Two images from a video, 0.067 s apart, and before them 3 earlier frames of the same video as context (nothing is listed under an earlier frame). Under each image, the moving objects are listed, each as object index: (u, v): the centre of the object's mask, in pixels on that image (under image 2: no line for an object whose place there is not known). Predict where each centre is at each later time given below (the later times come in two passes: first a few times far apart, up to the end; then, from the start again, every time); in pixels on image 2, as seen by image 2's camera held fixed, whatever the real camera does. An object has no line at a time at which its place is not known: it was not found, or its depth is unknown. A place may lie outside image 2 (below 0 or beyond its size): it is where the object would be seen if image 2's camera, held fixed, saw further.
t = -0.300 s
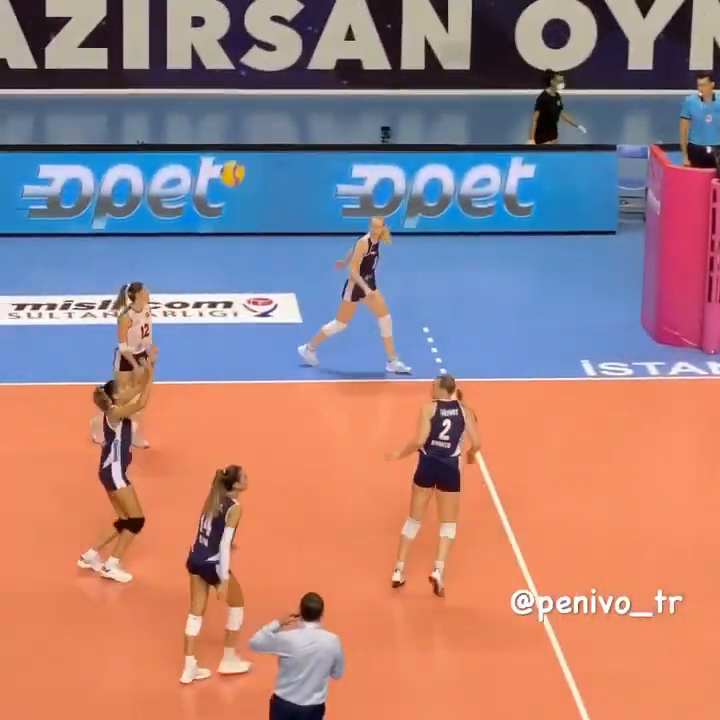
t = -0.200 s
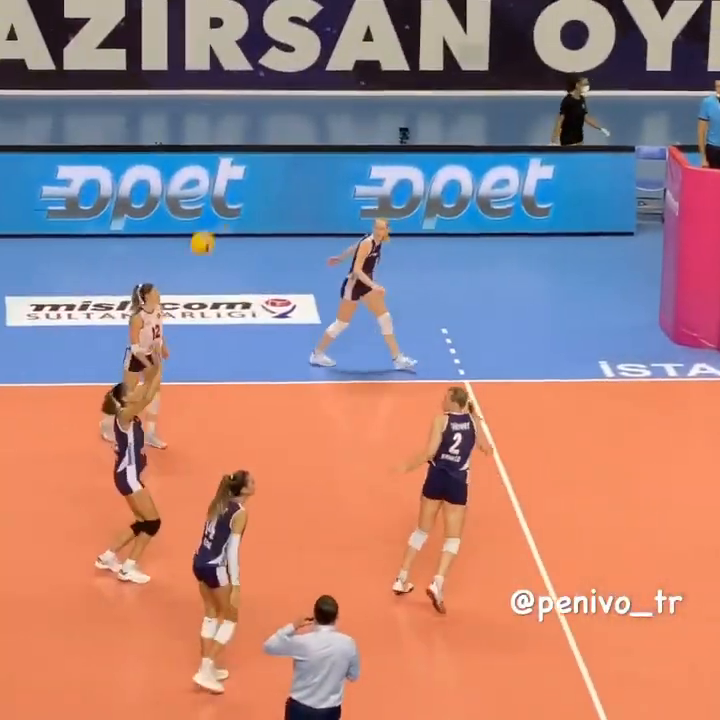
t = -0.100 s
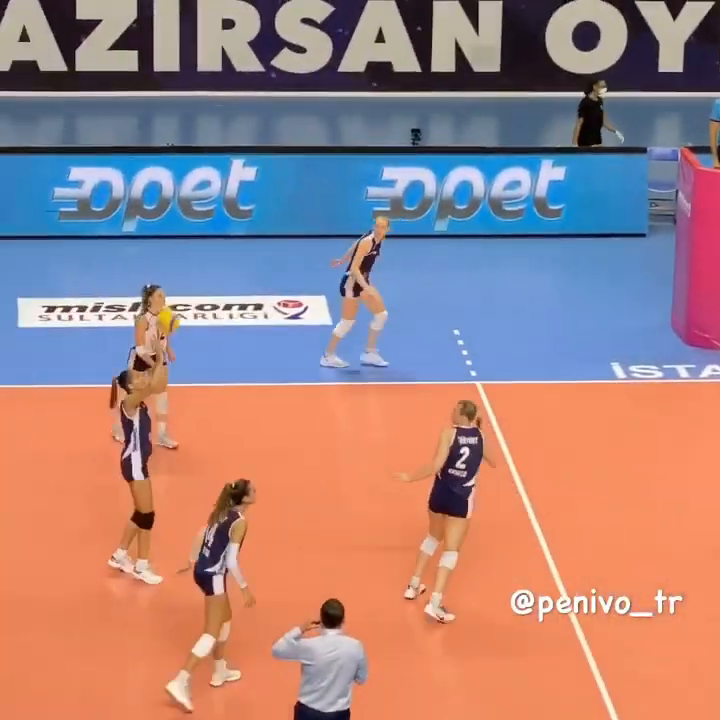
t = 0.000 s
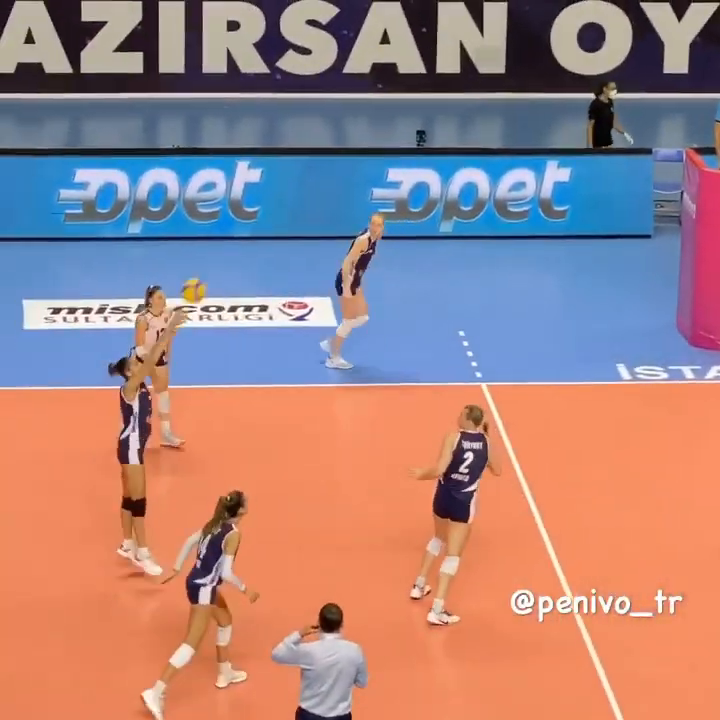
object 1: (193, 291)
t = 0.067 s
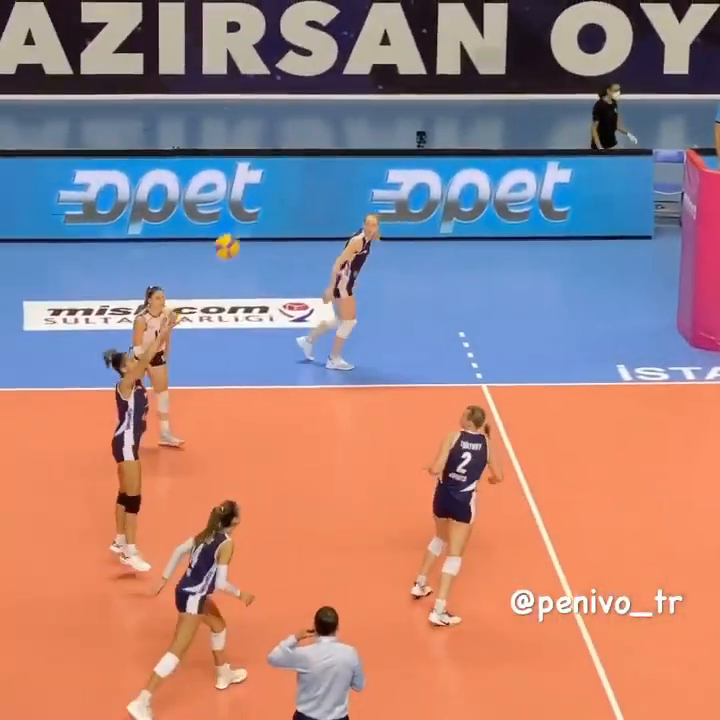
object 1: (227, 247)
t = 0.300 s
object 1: (340, 125)
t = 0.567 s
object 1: (465, 59)
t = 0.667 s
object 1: (509, 53)
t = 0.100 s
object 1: (244, 226)
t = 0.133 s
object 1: (260, 205)
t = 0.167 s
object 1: (276, 187)
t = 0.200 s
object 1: (292, 169)
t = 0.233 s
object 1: (308, 153)
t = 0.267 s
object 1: (324, 138)
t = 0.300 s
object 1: (340, 125)
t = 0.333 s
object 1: (356, 112)
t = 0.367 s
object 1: (372, 100)
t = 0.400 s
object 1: (388, 90)
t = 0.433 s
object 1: (403, 82)
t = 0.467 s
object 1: (419, 74)
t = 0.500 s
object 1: (433, 68)
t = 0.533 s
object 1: (449, 63)
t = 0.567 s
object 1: (465, 59)
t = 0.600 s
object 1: (478, 55)
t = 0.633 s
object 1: (493, 54)
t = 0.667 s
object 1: (509, 53)
